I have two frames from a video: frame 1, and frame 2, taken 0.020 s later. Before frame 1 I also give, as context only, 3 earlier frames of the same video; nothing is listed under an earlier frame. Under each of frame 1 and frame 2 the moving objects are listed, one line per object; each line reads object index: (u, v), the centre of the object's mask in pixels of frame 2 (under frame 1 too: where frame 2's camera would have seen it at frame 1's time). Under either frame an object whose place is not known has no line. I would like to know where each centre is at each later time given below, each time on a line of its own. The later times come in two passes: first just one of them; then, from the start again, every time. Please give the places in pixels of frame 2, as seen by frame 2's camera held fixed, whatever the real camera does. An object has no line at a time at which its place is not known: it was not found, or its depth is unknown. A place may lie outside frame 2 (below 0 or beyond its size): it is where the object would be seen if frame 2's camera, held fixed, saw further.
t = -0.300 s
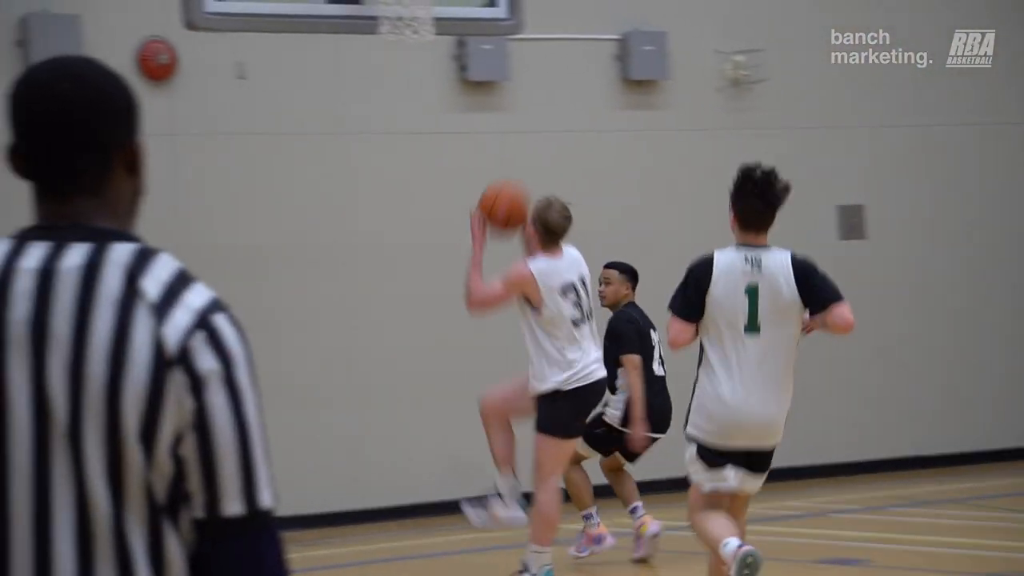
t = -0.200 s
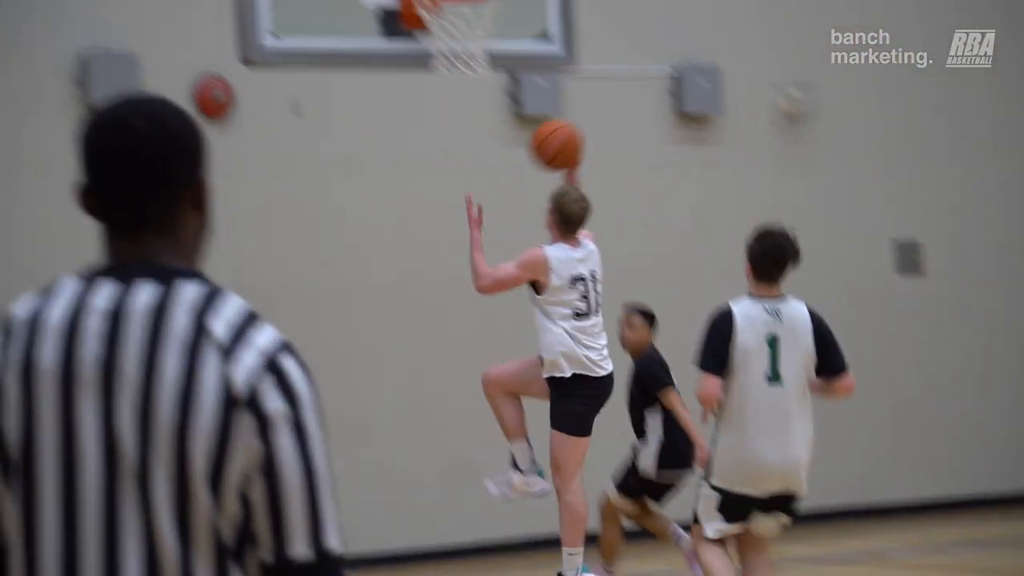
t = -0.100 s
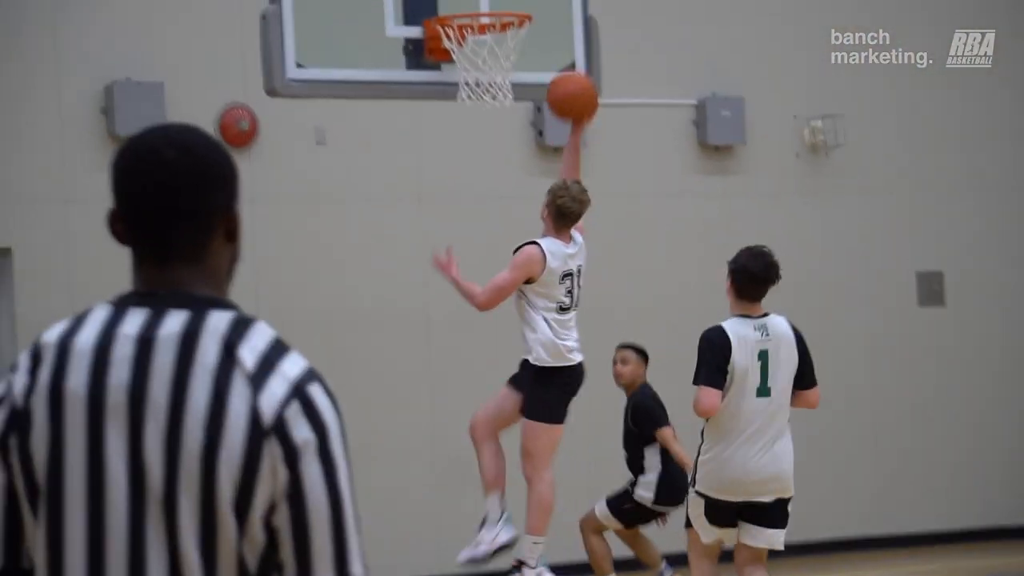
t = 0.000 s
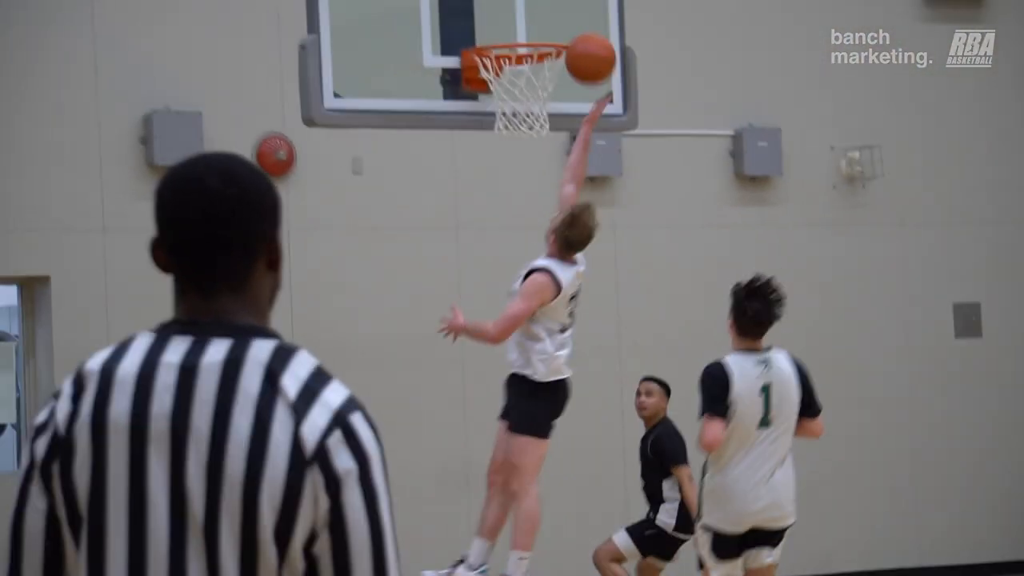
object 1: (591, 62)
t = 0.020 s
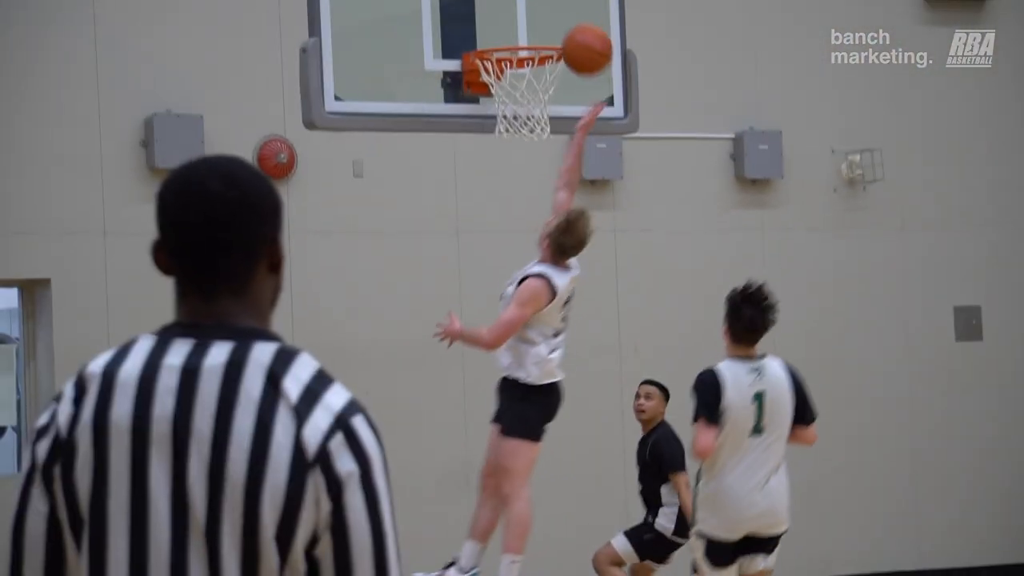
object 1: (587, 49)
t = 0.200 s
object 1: (548, -16)
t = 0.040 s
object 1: (582, 38)
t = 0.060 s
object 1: (578, 28)
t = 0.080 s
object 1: (573, 19)
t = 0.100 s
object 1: (569, 10)
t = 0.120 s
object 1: (565, 3)
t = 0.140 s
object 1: (561, -3)
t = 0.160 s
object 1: (556, -8)
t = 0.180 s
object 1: (552, -12)
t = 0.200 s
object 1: (548, -16)
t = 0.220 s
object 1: (544, -20)
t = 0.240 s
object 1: (541, -23)
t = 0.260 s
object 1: (537, -26)
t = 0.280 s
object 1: (533, -28)
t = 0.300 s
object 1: (529, -30)
